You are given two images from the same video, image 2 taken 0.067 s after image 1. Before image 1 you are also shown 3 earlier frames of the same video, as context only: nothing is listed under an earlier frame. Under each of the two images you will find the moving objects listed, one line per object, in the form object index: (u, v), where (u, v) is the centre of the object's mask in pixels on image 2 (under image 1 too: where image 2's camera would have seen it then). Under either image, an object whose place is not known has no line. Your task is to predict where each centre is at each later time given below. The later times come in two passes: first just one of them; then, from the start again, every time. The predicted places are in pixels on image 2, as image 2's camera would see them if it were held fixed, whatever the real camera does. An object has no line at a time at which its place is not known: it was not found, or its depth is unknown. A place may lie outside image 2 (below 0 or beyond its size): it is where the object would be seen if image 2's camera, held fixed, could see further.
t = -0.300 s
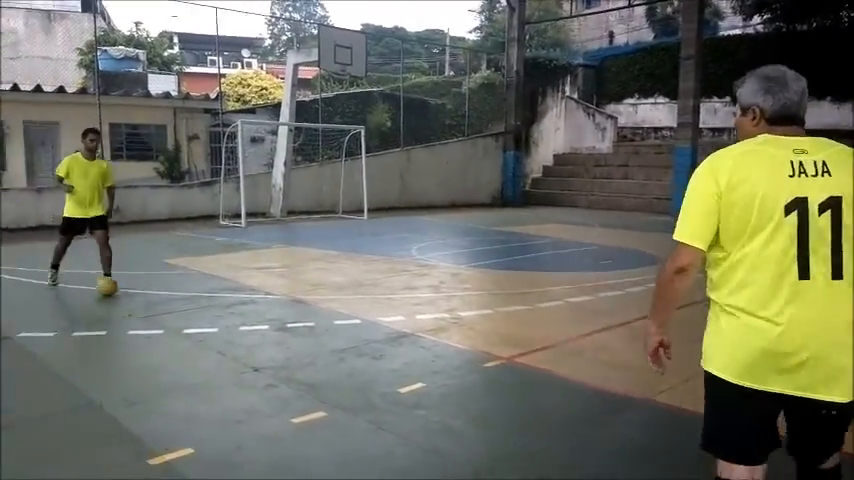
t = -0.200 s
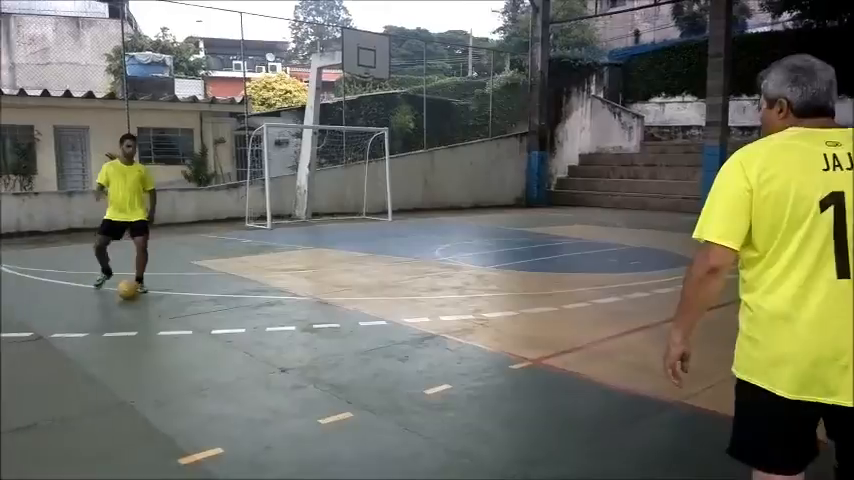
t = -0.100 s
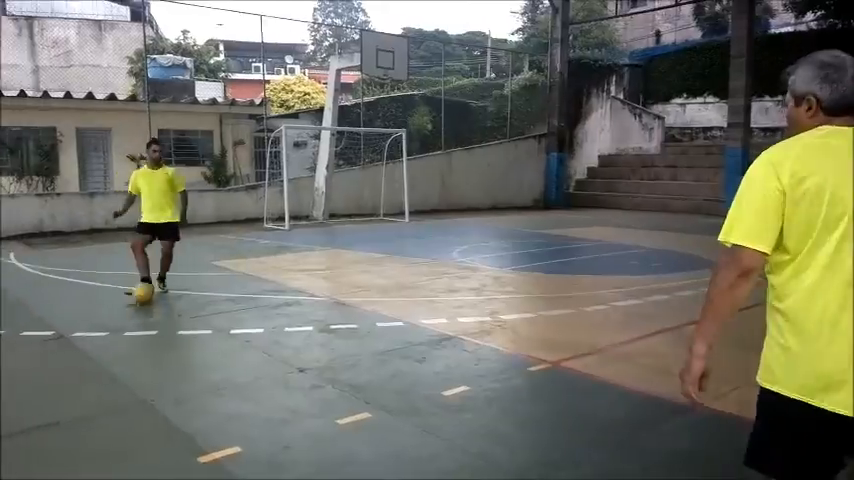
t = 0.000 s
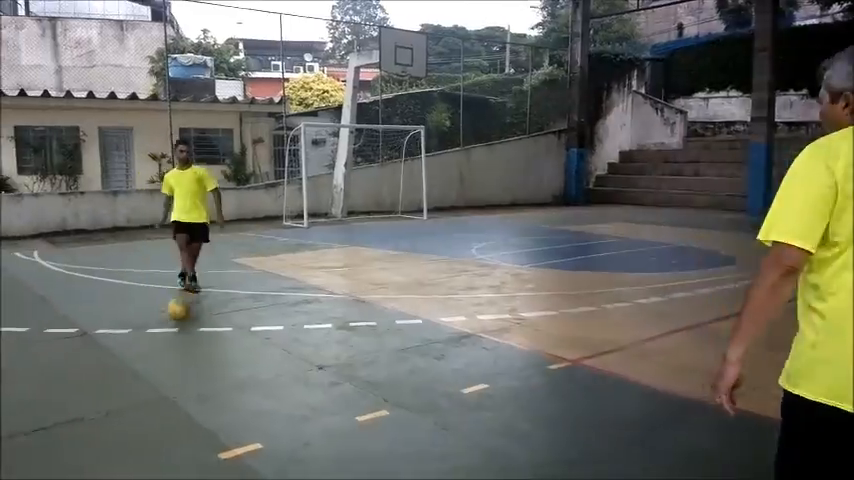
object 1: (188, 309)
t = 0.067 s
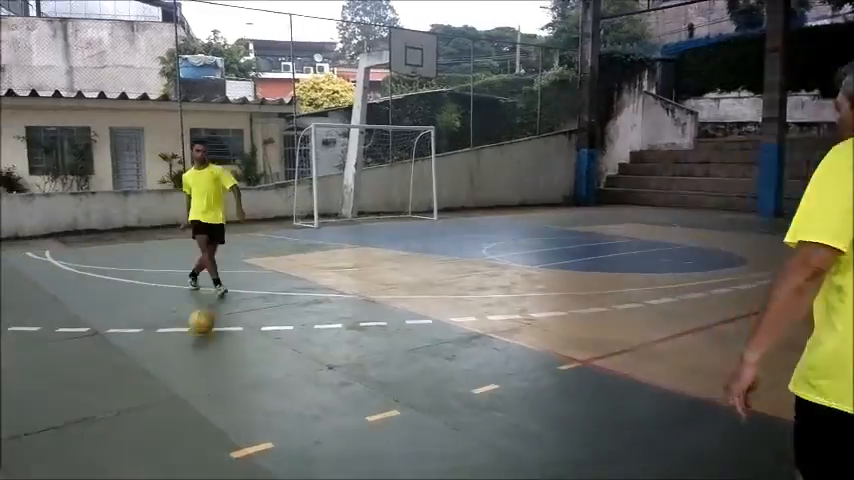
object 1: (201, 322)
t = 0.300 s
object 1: (260, 393)
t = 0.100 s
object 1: (207, 329)
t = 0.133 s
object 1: (214, 338)
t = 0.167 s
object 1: (223, 350)
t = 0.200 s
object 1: (231, 359)
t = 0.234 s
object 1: (240, 370)
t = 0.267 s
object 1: (250, 383)
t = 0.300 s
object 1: (260, 393)
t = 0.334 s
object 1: (273, 404)
